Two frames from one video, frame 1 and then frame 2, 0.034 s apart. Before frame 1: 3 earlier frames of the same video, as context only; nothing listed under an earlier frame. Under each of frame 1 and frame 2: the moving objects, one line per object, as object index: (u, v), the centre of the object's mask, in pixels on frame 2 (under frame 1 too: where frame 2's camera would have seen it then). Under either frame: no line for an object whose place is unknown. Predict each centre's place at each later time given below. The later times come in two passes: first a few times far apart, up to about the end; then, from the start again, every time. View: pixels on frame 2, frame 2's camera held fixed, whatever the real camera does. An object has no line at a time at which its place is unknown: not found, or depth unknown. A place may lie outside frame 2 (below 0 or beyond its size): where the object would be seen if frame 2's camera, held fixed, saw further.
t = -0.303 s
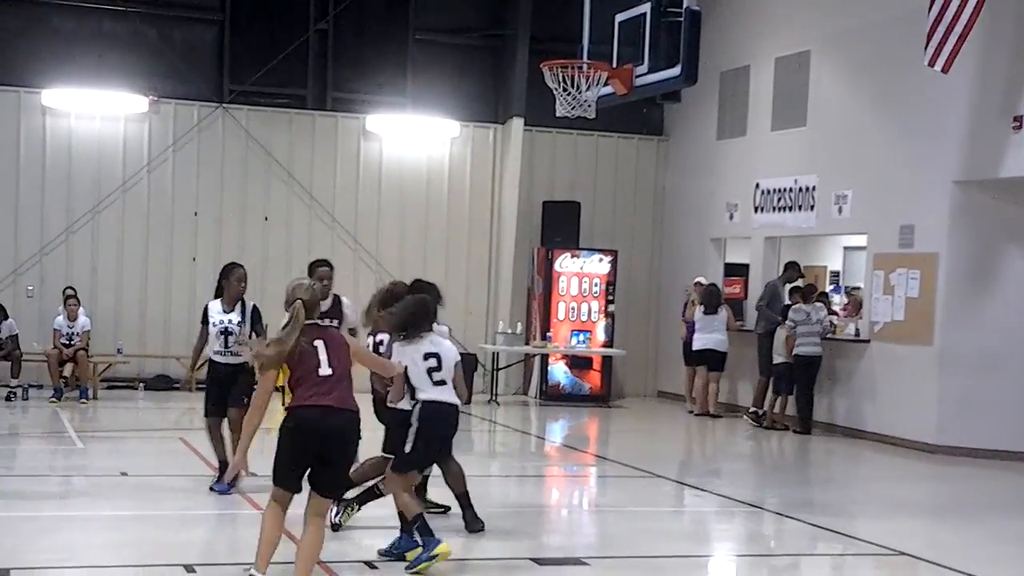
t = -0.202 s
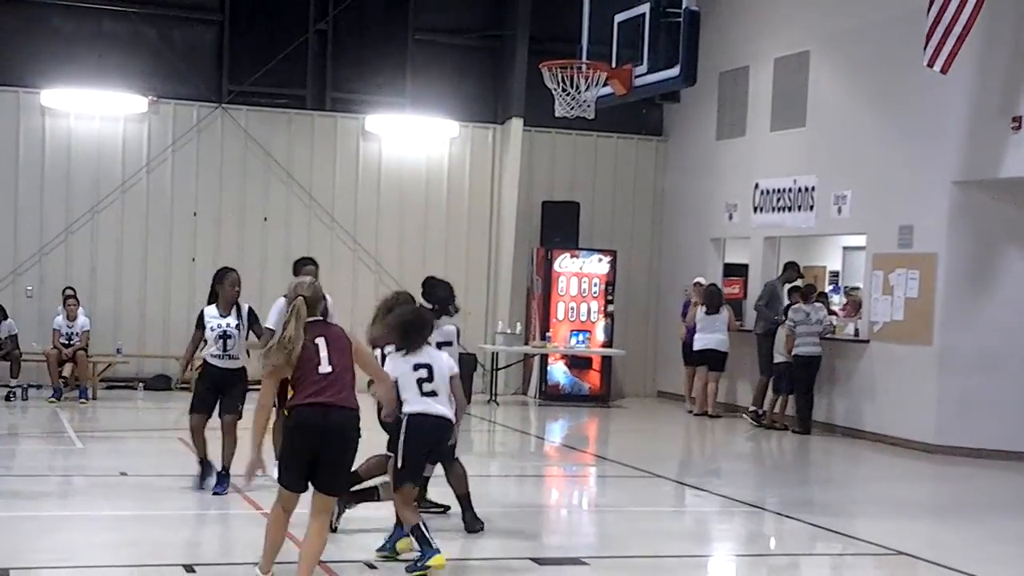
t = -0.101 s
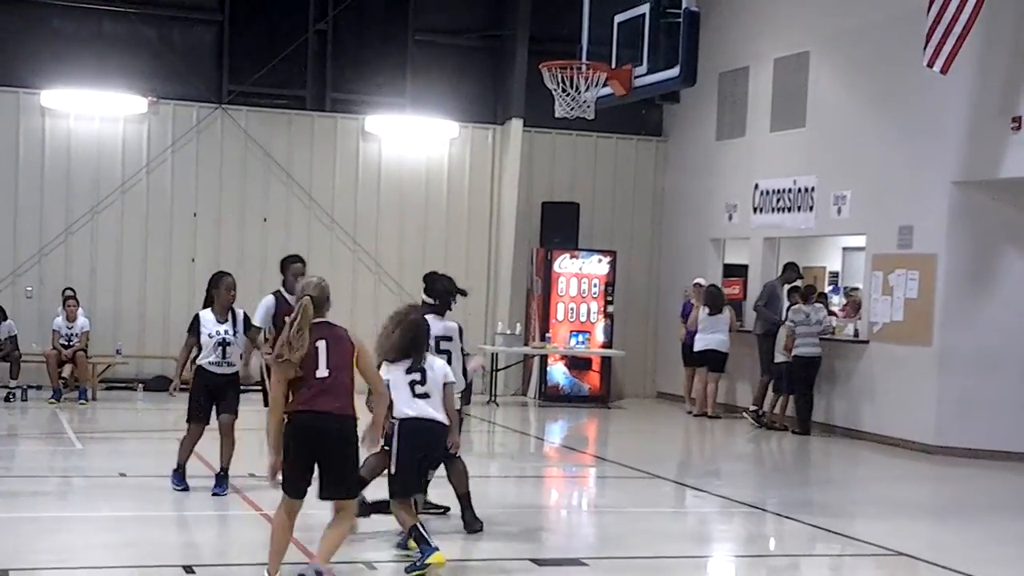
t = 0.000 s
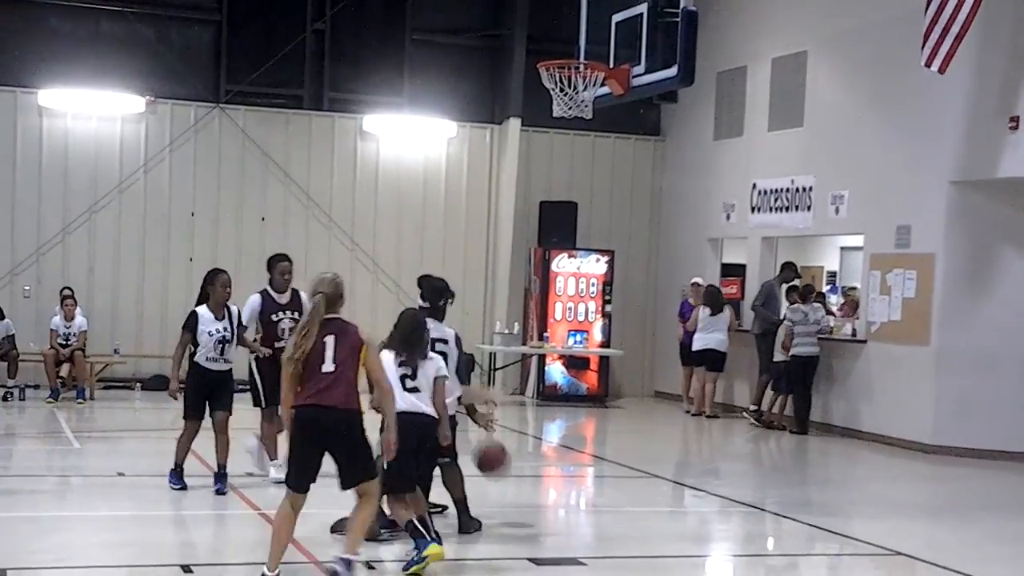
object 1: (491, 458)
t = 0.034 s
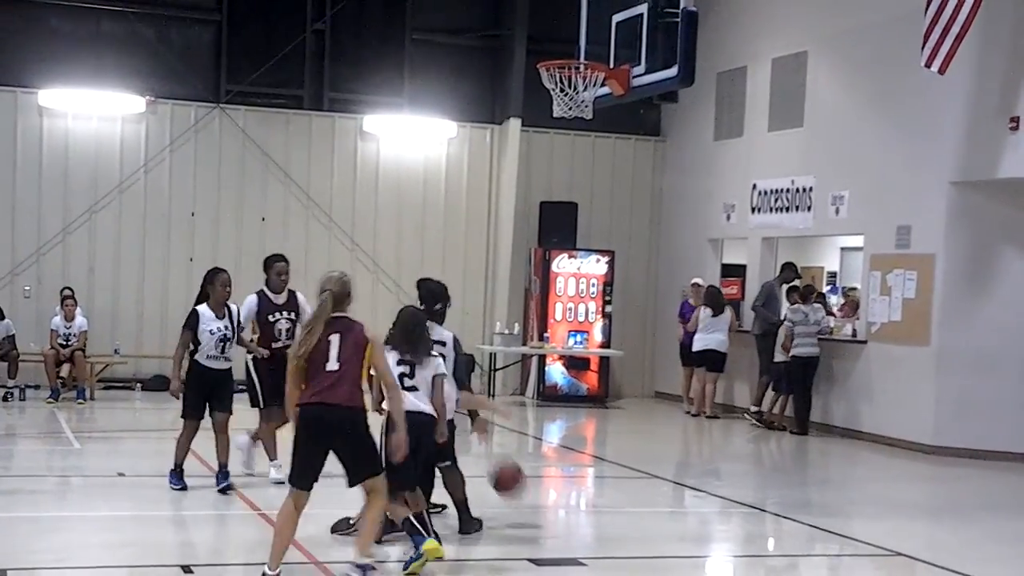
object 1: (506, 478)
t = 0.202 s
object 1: (562, 462)
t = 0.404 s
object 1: (618, 424)
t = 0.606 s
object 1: (670, 444)
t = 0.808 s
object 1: (721, 522)
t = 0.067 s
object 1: (522, 500)
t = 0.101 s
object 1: (534, 503)
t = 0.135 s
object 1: (544, 488)
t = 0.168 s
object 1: (554, 474)
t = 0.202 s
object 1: (562, 462)
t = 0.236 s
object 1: (572, 450)
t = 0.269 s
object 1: (581, 442)
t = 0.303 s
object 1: (591, 435)
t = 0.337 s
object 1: (599, 429)
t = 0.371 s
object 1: (608, 425)
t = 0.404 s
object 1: (618, 424)
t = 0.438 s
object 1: (627, 423)
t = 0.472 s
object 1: (635, 422)
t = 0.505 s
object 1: (644, 425)
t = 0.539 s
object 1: (653, 430)
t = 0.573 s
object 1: (661, 435)
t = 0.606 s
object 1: (670, 444)
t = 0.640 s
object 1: (679, 453)
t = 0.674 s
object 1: (688, 464)
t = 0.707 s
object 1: (697, 478)
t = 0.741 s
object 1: (704, 494)
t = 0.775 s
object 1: (712, 511)
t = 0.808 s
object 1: (721, 522)
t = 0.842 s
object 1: (731, 508)
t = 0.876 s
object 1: (742, 495)
